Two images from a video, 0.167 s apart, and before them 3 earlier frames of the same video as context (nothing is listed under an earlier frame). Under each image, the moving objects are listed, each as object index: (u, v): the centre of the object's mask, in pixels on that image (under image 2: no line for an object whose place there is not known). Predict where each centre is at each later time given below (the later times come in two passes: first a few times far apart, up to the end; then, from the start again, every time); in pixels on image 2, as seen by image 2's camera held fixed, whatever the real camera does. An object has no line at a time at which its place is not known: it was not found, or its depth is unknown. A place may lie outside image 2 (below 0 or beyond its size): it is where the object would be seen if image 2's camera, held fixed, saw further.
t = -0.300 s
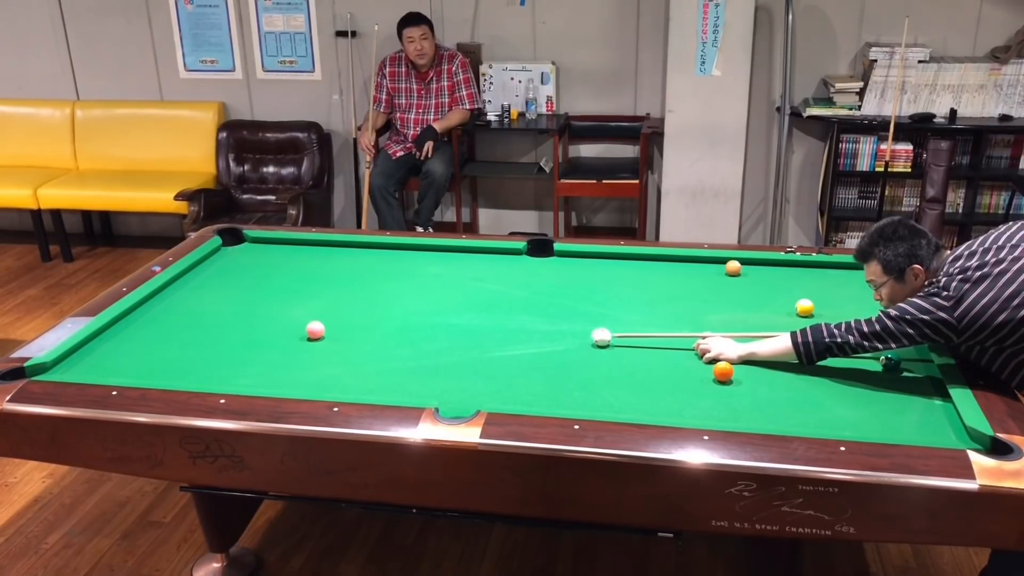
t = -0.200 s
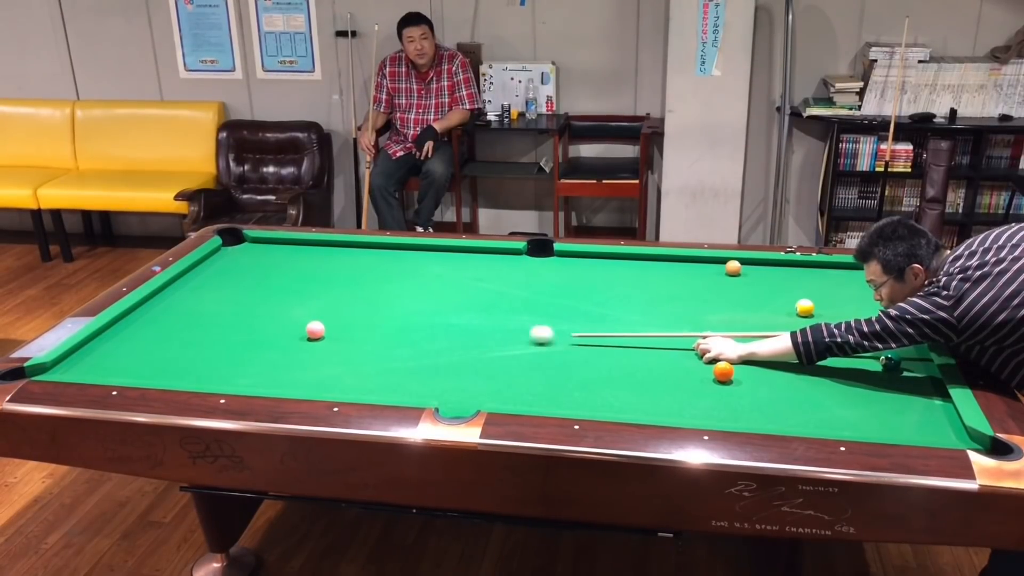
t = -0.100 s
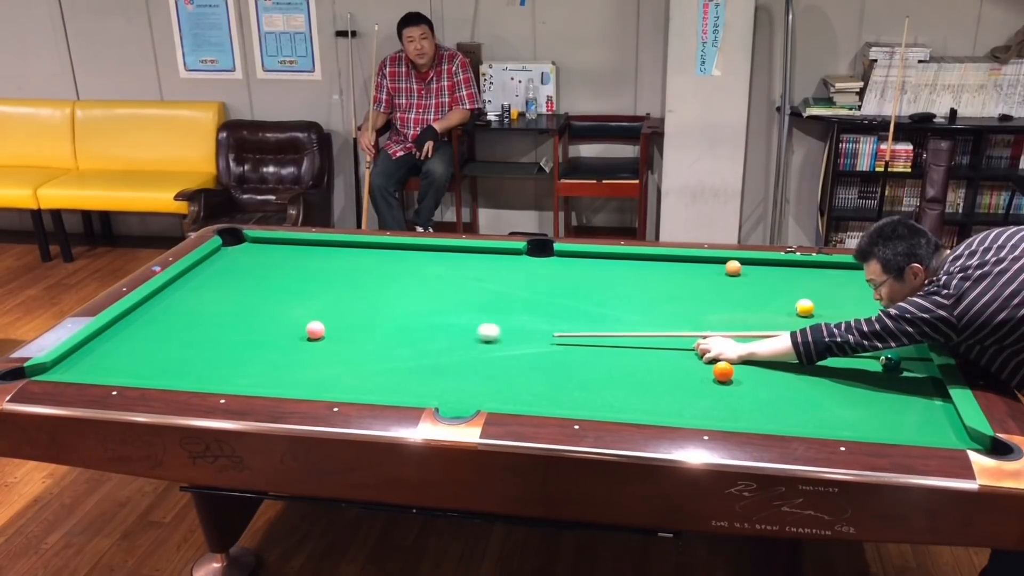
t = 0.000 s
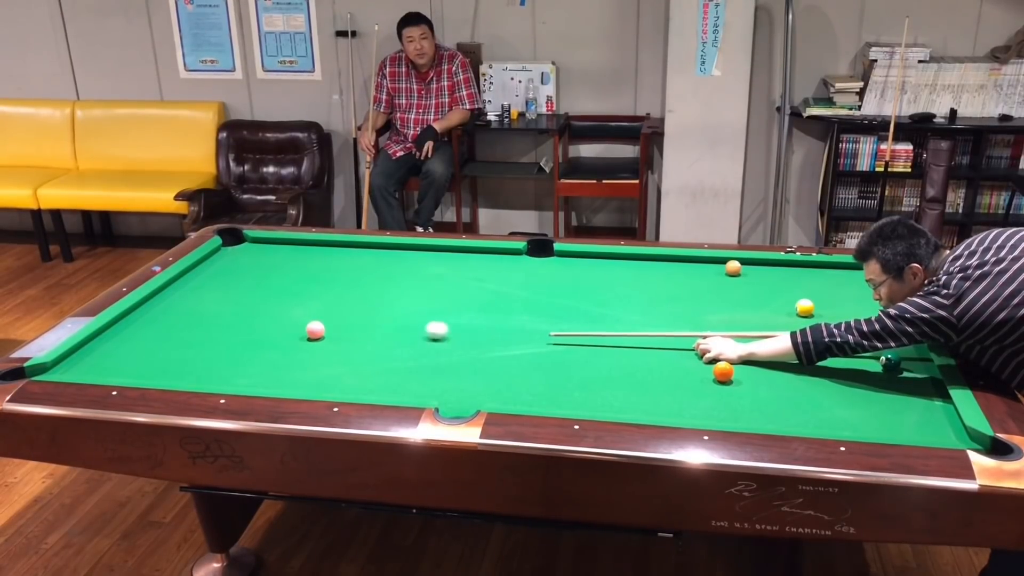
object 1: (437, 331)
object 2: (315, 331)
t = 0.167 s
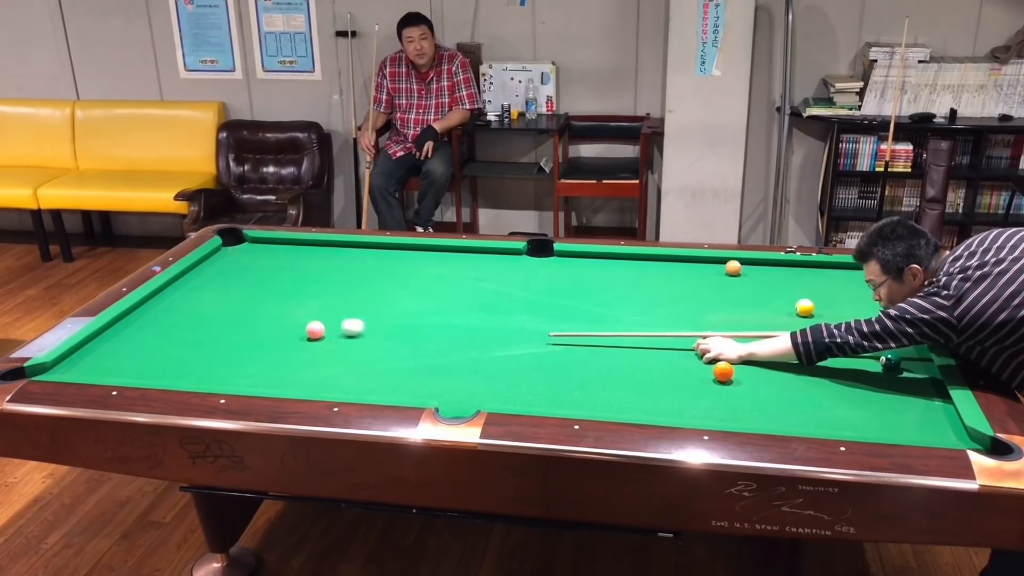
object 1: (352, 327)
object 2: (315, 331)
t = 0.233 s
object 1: (330, 324)
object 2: (305, 332)
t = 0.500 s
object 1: (293, 305)
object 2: (224, 346)
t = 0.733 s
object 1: (261, 290)
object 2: (160, 357)
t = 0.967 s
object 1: (232, 276)
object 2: (95, 367)
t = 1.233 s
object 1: (203, 262)
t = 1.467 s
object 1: (234, 257)
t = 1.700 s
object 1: (264, 252)
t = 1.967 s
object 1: (296, 248)
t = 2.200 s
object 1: (321, 244)
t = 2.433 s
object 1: (334, 247)
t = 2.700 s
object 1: (347, 252)
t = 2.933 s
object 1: (358, 255)
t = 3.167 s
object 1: (369, 258)
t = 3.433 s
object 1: (381, 261)
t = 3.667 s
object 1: (391, 264)
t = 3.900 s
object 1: (399, 266)
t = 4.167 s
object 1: (409, 269)
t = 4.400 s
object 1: (416, 271)
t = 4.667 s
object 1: (424, 272)
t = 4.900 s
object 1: (429, 274)
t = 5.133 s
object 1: (433, 275)
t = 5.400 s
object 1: (437, 276)
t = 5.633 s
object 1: (439, 276)
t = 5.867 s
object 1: (440, 276)
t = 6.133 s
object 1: (440, 276)
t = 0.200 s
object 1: (336, 327)
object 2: (315, 331)
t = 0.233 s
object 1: (330, 324)
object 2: (305, 332)
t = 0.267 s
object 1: (328, 322)
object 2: (292, 334)
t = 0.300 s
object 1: (323, 319)
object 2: (281, 336)
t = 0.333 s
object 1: (318, 316)
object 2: (270, 338)
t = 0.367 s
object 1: (313, 314)
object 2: (260, 340)
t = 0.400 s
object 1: (308, 312)
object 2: (251, 341)
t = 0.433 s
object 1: (303, 309)
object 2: (242, 343)
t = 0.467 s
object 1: (298, 307)
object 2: (233, 345)
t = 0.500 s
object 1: (293, 305)
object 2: (224, 346)
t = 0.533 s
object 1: (288, 302)
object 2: (215, 348)
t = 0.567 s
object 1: (284, 300)
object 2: (205, 349)
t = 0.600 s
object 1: (279, 298)
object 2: (196, 351)
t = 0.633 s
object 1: (275, 296)
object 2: (187, 352)
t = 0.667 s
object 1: (270, 294)
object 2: (178, 354)
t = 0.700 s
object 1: (266, 292)
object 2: (168, 355)
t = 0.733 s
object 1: (261, 290)
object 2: (160, 357)
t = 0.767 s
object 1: (257, 288)
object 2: (150, 358)
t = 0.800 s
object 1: (253, 286)
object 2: (141, 360)
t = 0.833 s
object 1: (249, 284)
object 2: (131, 361)
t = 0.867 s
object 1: (244, 282)
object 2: (122, 363)
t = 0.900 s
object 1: (240, 280)
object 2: (113, 364)
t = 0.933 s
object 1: (236, 278)
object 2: (104, 366)
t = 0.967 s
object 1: (232, 276)
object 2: (95, 367)
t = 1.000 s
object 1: (228, 274)
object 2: (85, 368)
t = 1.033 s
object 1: (225, 273)
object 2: (76, 369)
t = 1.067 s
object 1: (221, 271)
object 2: (66, 369)
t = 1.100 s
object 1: (217, 269)
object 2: (57, 370)
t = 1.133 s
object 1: (213, 267)
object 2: (47, 371)
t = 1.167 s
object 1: (210, 265)
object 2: (38, 373)
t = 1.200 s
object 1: (206, 264)
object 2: (29, 376)
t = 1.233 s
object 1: (203, 262)
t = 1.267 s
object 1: (207, 261)
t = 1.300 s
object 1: (212, 261)
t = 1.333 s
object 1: (217, 260)
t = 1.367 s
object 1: (221, 259)
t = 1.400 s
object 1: (226, 259)
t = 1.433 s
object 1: (230, 258)
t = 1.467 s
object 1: (234, 257)
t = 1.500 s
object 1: (239, 256)
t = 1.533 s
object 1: (243, 256)
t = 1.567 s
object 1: (247, 255)
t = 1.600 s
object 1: (252, 255)
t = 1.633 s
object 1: (256, 254)
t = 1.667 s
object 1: (260, 253)
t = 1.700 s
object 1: (264, 252)
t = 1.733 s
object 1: (268, 252)
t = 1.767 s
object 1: (272, 251)
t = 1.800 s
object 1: (276, 250)
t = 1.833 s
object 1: (280, 250)
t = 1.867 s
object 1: (284, 249)
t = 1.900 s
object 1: (288, 249)
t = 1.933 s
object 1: (292, 248)
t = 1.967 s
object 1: (296, 248)
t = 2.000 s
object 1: (299, 247)
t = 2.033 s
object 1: (303, 246)
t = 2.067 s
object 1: (307, 246)
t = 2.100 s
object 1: (311, 245)
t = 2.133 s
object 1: (314, 245)
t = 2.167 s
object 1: (318, 244)
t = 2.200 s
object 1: (321, 244)
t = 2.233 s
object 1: (323, 244)
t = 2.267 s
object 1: (325, 245)
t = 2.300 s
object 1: (327, 245)
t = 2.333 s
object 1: (329, 246)
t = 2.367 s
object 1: (330, 246)
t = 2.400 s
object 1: (332, 247)
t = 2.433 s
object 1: (334, 247)
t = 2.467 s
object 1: (335, 248)
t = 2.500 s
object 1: (337, 248)
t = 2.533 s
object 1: (339, 249)
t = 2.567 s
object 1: (340, 249)
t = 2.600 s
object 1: (342, 250)
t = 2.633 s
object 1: (344, 250)
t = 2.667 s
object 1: (345, 251)
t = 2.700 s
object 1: (347, 252)
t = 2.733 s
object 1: (349, 252)
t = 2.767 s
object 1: (350, 252)
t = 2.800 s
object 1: (352, 253)
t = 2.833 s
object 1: (353, 253)
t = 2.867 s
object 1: (355, 254)
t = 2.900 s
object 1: (357, 254)
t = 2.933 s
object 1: (358, 255)
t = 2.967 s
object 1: (360, 255)
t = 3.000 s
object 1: (361, 256)
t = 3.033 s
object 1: (363, 256)
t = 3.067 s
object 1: (365, 256)
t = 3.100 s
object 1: (366, 257)
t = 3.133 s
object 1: (367, 257)
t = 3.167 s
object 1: (369, 258)
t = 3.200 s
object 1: (371, 258)
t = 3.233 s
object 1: (372, 259)
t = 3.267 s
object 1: (374, 259)
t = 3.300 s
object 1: (375, 259)
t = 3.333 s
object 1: (377, 260)
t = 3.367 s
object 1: (378, 260)
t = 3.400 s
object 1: (380, 261)
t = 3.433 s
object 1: (381, 261)
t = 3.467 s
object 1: (382, 261)
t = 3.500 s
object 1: (384, 262)
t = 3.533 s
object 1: (385, 263)
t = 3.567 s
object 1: (386, 263)
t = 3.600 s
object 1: (388, 263)
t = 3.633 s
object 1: (389, 264)
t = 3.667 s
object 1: (391, 264)
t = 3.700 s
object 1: (392, 264)
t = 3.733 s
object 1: (393, 265)
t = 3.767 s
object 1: (395, 265)
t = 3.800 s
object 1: (396, 265)
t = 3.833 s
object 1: (397, 266)
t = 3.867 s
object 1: (398, 266)
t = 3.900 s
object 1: (399, 266)
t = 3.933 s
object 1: (401, 267)
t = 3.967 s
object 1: (402, 267)
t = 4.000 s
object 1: (403, 267)
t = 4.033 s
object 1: (404, 268)
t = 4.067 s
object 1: (405, 268)
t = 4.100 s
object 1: (407, 268)
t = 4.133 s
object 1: (408, 268)
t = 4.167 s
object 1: (409, 269)
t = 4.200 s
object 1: (410, 269)
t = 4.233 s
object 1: (411, 269)
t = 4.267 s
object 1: (412, 270)
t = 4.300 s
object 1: (414, 270)
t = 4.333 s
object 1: (415, 270)
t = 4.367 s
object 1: (416, 270)
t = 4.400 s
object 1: (416, 271)
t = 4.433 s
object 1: (418, 271)
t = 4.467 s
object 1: (419, 271)
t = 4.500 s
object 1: (419, 271)
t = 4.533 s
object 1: (420, 271)
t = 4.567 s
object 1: (421, 272)
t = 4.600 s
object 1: (422, 272)
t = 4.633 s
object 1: (423, 272)
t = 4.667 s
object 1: (424, 272)
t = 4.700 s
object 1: (425, 272)
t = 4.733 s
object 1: (426, 273)
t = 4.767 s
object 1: (426, 273)
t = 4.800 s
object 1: (427, 273)
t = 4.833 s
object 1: (428, 273)
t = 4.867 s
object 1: (428, 273)
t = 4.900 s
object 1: (429, 274)
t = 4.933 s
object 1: (430, 274)
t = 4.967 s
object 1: (430, 274)
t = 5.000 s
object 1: (431, 274)
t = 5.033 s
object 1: (432, 274)
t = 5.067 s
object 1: (432, 274)
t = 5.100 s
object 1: (433, 274)
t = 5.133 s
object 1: (433, 275)
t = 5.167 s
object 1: (434, 275)
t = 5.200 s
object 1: (434, 275)
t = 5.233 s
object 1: (435, 275)
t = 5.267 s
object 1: (435, 275)
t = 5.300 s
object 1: (436, 275)
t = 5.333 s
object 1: (436, 275)
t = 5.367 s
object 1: (436, 276)
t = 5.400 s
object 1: (437, 276)
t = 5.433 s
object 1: (437, 276)
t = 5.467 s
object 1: (438, 276)
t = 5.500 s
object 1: (438, 276)
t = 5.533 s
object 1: (438, 276)
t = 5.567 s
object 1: (439, 276)
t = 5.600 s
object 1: (439, 276)
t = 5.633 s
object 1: (439, 276)
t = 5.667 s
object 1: (440, 276)
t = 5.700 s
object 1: (440, 276)
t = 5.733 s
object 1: (440, 276)
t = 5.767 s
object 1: (440, 276)
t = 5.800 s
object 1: (440, 276)
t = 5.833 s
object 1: (440, 276)
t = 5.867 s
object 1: (440, 276)
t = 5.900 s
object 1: (441, 276)
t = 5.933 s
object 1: (441, 276)
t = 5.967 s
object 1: (441, 276)
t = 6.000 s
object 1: (441, 276)
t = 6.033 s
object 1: (441, 276)
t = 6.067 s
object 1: (441, 276)
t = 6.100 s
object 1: (440, 276)
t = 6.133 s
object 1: (440, 276)
